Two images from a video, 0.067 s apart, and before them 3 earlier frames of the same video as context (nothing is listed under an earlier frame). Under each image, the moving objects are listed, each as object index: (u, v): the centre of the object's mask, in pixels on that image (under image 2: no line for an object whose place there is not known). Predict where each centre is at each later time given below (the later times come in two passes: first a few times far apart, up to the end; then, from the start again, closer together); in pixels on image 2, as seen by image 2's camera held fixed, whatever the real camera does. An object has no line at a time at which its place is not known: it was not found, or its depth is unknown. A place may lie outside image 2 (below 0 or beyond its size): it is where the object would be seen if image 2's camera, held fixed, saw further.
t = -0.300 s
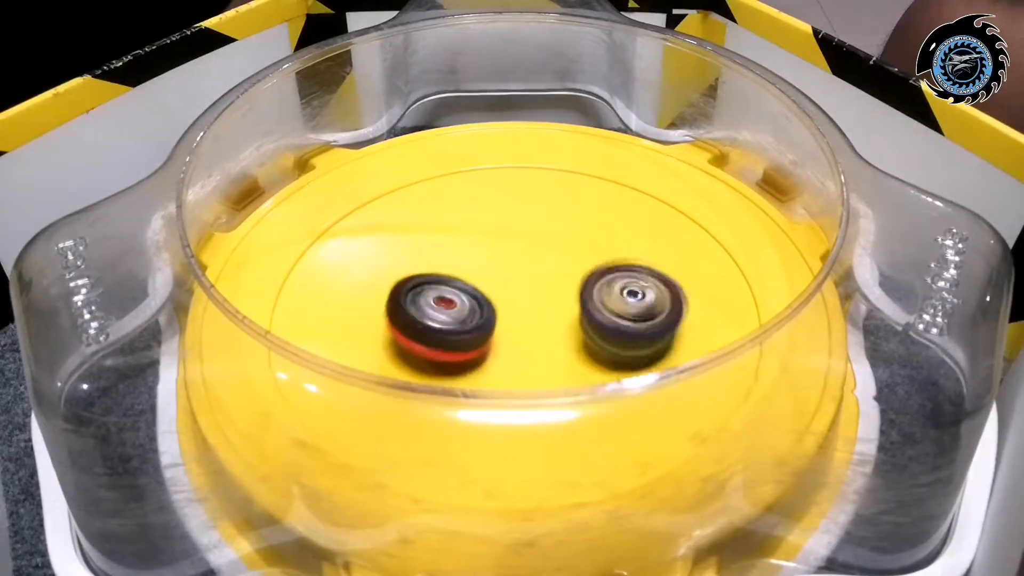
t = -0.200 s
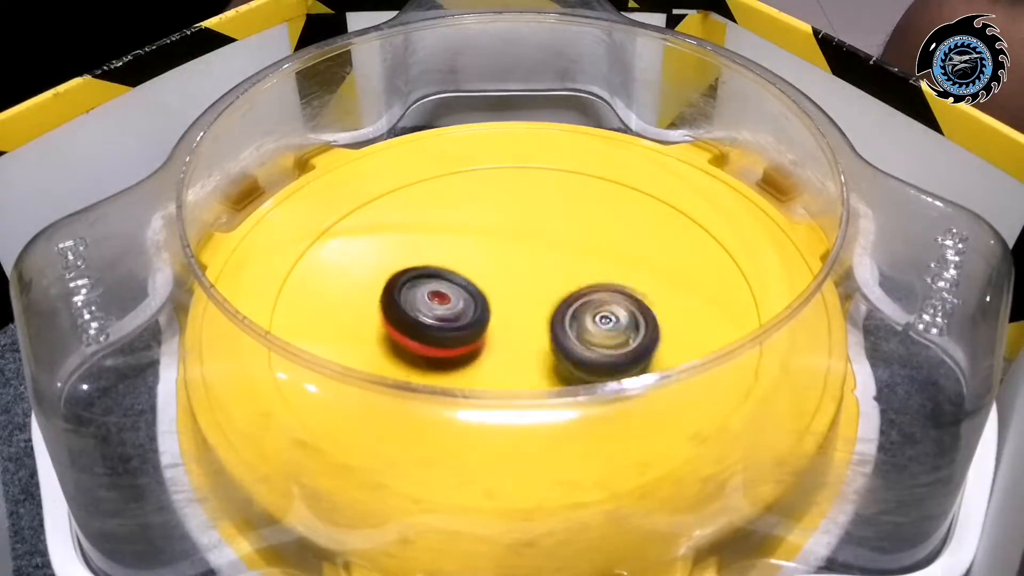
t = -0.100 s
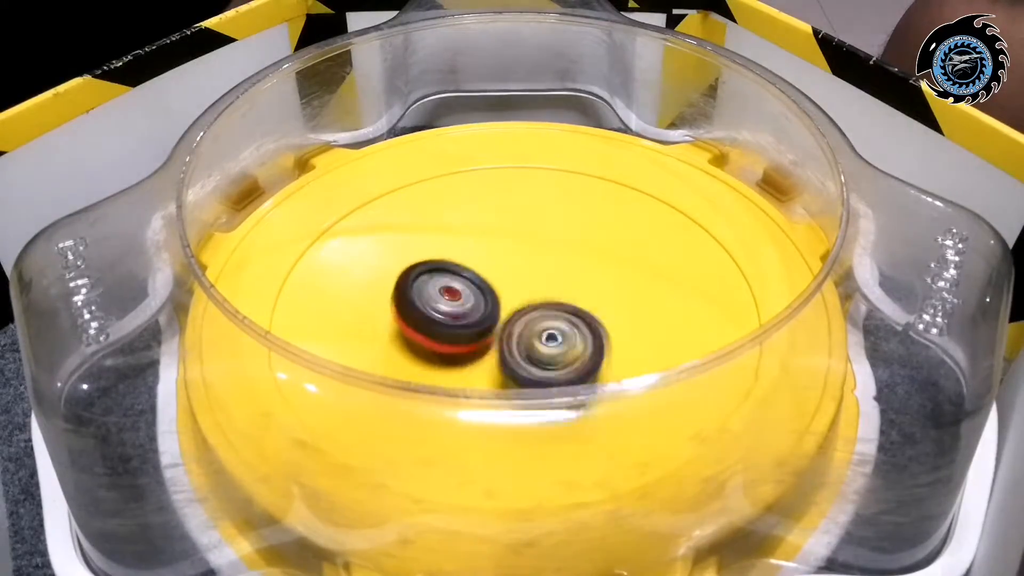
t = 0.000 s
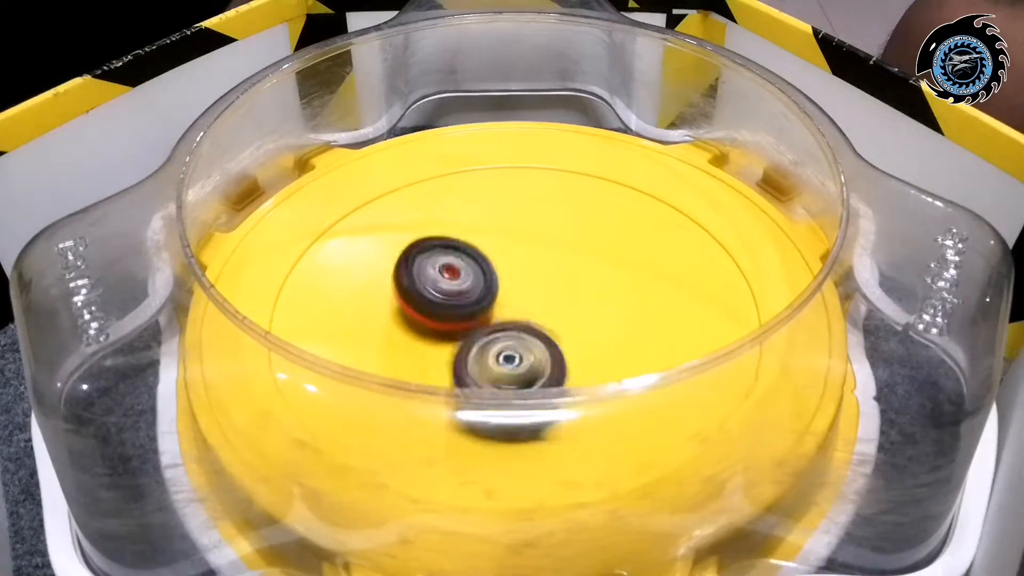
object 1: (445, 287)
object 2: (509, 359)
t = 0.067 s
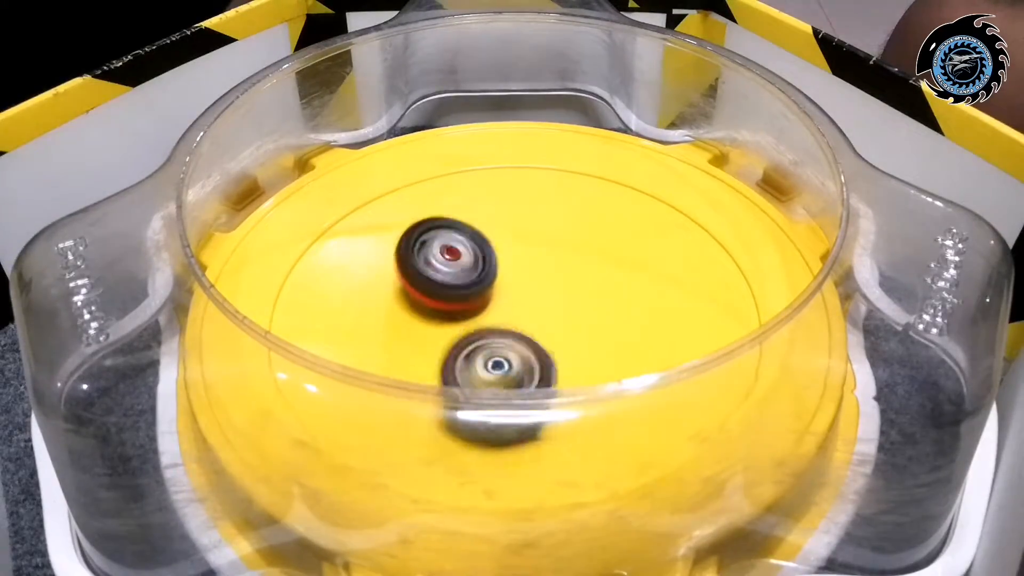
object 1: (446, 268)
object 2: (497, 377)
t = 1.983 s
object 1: (491, 320)
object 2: (548, 251)
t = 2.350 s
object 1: (426, 316)
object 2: (633, 312)
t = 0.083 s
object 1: (449, 266)
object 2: (494, 362)
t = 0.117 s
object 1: (453, 262)
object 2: (488, 360)
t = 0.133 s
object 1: (455, 260)
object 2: (484, 359)
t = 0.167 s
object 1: (460, 259)
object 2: (478, 358)
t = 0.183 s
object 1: (462, 259)
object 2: (475, 356)
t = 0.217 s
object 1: (467, 260)
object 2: (467, 353)
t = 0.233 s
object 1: (471, 261)
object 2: (463, 352)
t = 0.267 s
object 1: (476, 261)
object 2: (457, 347)
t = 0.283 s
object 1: (480, 260)
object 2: (454, 344)
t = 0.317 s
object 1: (487, 260)
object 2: (450, 340)
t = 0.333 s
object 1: (490, 261)
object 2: (448, 337)
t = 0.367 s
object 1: (499, 260)
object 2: (445, 326)
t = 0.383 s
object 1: (504, 260)
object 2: (442, 322)
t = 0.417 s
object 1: (514, 258)
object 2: (437, 316)
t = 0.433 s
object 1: (520, 256)
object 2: (431, 316)
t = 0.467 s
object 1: (531, 254)
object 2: (423, 313)
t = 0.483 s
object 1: (536, 253)
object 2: (420, 312)
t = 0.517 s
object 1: (544, 253)
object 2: (417, 308)
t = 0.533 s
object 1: (548, 254)
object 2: (417, 305)
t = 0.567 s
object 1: (554, 256)
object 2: (420, 300)
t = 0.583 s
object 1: (555, 258)
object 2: (422, 298)
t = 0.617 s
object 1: (558, 260)
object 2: (429, 295)
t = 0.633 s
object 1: (560, 263)
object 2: (434, 293)
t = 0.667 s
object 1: (562, 266)
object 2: (445, 292)
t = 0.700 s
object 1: (563, 269)
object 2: (458, 292)
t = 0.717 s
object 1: (564, 271)
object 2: (465, 294)
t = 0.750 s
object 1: (578, 272)
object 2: (461, 298)
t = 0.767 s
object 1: (583, 273)
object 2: (457, 301)
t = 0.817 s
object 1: (591, 275)
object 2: (450, 307)
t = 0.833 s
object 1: (594, 277)
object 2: (447, 308)
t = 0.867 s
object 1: (598, 280)
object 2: (440, 311)
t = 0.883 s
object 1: (598, 282)
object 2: (437, 313)
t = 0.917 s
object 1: (599, 286)
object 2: (432, 314)
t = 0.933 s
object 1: (599, 288)
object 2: (429, 314)
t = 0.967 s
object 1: (597, 291)
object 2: (425, 313)
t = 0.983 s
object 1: (596, 293)
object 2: (423, 314)
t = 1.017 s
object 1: (594, 296)
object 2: (423, 313)
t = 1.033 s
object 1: (592, 298)
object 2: (424, 312)
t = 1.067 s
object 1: (588, 301)
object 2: (425, 311)
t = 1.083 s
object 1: (587, 302)
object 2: (427, 310)
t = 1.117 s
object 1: (583, 306)
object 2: (432, 308)
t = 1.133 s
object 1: (581, 309)
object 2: (435, 308)
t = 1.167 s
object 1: (577, 313)
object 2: (442, 307)
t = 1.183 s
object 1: (576, 315)
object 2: (447, 308)
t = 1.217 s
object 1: (572, 319)
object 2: (456, 310)
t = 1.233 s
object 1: (569, 321)
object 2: (461, 311)
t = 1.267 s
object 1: (573, 325)
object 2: (461, 311)
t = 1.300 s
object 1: (580, 327)
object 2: (451, 313)
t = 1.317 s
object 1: (581, 329)
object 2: (445, 312)
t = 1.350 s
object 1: (579, 331)
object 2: (438, 309)
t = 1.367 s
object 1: (577, 332)
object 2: (435, 307)
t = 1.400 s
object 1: (573, 333)
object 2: (431, 303)
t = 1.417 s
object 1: (570, 332)
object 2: (431, 301)
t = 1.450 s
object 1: (564, 333)
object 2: (433, 297)
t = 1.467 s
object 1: (561, 335)
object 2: (435, 295)
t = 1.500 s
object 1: (554, 331)
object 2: (442, 293)
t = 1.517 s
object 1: (550, 331)
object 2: (445, 292)
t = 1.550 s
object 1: (544, 330)
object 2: (453, 291)
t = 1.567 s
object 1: (546, 332)
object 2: (454, 288)
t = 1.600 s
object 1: (548, 337)
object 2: (453, 282)
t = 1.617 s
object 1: (547, 338)
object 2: (453, 278)
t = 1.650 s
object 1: (544, 338)
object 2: (456, 272)
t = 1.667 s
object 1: (541, 338)
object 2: (458, 270)
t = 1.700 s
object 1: (536, 337)
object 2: (465, 265)
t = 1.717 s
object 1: (532, 336)
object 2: (468, 262)
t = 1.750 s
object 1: (527, 334)
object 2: (476, 259)
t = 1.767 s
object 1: (524, 333)
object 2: (481, 258)
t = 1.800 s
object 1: (518, 334)
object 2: (491, 253)
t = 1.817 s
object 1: (516, 334)
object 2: (496, 250)
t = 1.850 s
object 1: (510, 333)
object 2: (506, 246)
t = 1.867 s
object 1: (507, 332)
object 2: (511, 245)
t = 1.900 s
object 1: (501, 329)
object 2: (522, 244)
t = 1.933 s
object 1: (497, 325)
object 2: (533, 245)
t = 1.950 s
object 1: (495, 324)
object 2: (539, 246)
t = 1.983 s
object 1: (491, 320)
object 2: (548, 251)
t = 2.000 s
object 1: (489, 318)
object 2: (552, 254)
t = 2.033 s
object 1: (481, 317)
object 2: (562, 261)
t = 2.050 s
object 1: (468, 321)
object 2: (575, 257)
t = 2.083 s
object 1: (448, 329)
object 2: (597, 252)
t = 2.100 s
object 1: (438, 330)
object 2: (608, 251)
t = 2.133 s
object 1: (426, 332)
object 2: (625, 253)
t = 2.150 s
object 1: (423, 332)
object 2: (633, 254)
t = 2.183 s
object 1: (419, 330)
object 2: (643, 260)
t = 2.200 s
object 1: (418, 329)
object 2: (647, 264)
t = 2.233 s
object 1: (419, 326)
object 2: (654, 273)
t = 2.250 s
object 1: (419, 325)
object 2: (655, 278)
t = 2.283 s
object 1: (421, 322)
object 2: (653, 289)
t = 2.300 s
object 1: (422, 321)
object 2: (650, 294)
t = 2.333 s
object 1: (425, 318)
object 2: (640, 306)
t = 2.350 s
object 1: (426, 316)
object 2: (633, 312)
